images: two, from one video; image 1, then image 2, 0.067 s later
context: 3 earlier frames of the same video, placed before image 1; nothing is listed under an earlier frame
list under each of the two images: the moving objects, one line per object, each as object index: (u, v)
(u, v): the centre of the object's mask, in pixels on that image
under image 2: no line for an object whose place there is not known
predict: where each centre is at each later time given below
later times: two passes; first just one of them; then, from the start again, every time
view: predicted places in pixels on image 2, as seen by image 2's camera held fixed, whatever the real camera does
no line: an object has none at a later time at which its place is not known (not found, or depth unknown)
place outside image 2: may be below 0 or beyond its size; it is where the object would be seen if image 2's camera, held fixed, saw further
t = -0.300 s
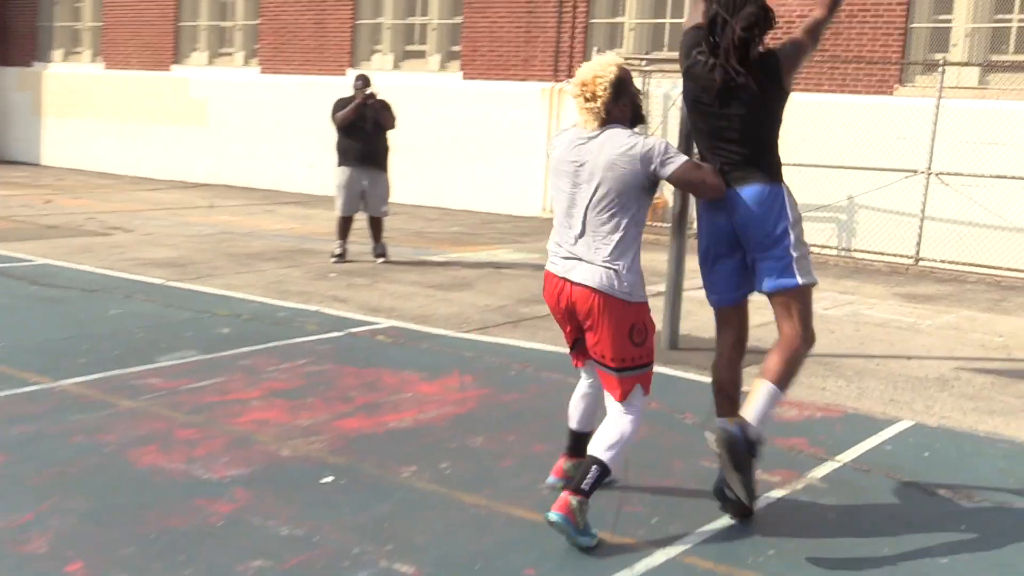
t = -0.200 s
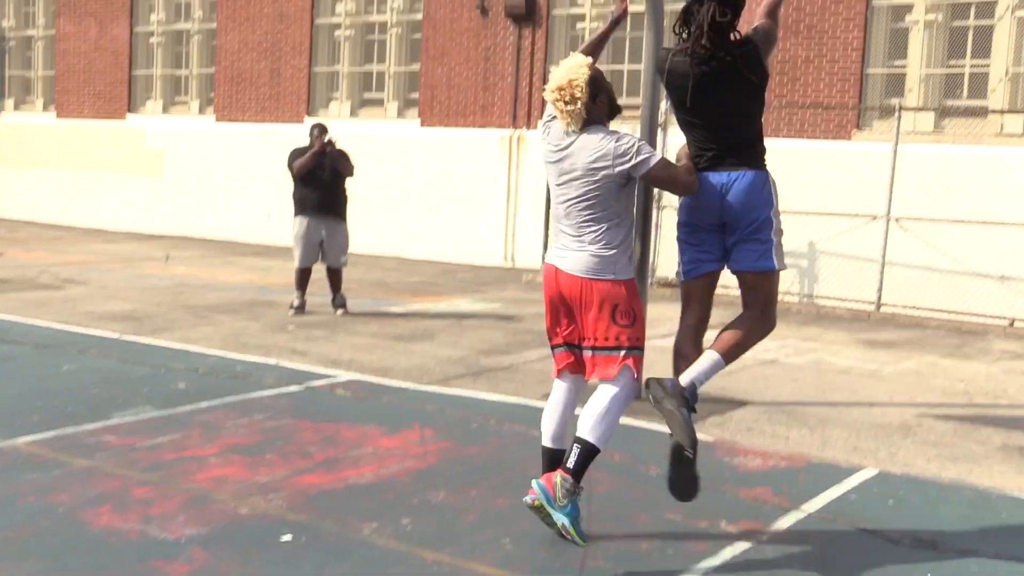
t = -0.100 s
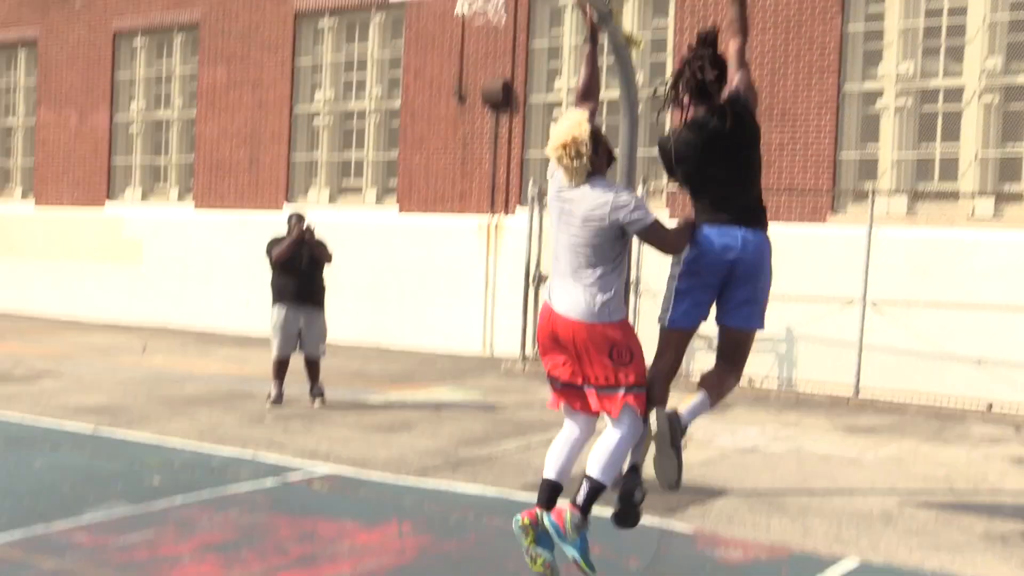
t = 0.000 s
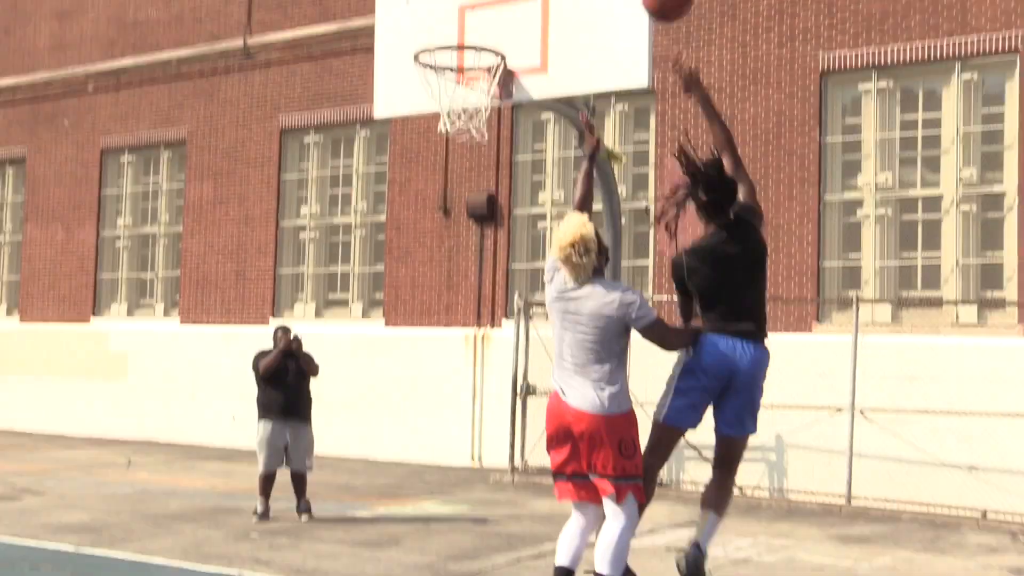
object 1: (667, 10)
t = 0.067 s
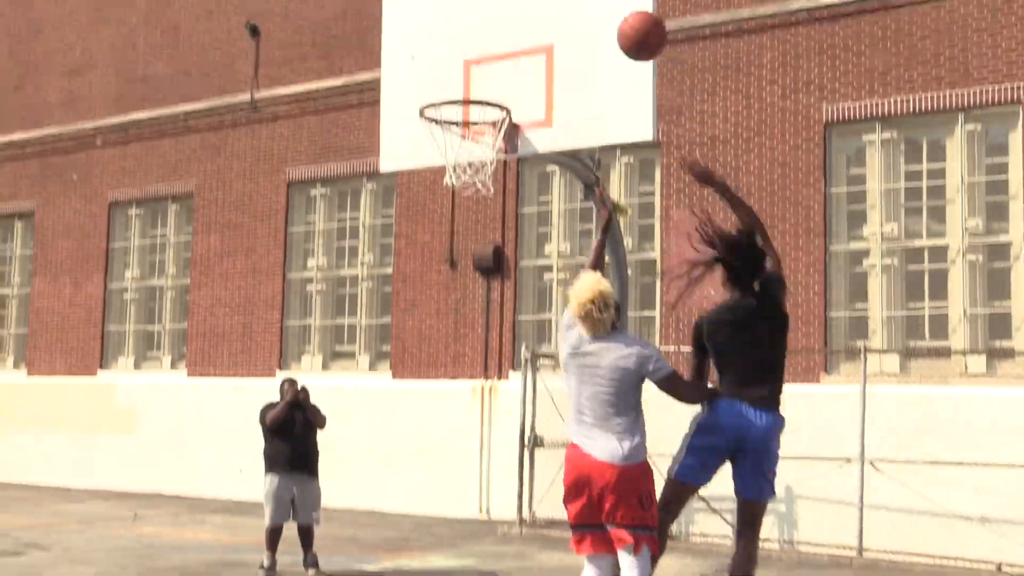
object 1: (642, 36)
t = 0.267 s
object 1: (566, 53)
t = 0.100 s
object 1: (628, 34)
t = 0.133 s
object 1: (613, 33)
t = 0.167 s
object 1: (600, 34)
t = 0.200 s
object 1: (589, 38)
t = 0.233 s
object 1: (578, 45)
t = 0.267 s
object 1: (566, 53)
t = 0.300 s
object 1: (551, 55)
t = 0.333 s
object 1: (536, 60)
